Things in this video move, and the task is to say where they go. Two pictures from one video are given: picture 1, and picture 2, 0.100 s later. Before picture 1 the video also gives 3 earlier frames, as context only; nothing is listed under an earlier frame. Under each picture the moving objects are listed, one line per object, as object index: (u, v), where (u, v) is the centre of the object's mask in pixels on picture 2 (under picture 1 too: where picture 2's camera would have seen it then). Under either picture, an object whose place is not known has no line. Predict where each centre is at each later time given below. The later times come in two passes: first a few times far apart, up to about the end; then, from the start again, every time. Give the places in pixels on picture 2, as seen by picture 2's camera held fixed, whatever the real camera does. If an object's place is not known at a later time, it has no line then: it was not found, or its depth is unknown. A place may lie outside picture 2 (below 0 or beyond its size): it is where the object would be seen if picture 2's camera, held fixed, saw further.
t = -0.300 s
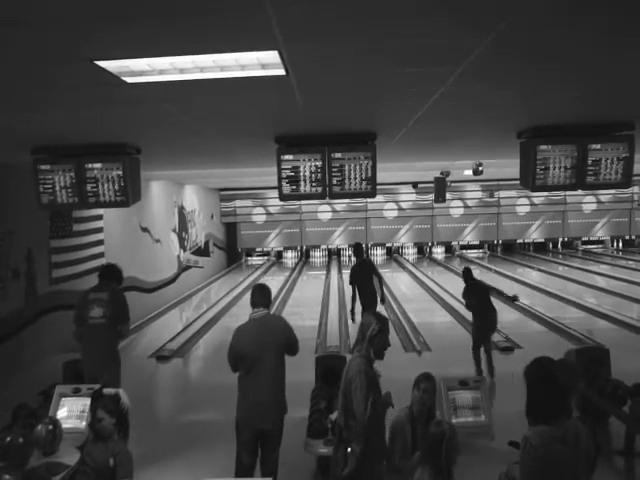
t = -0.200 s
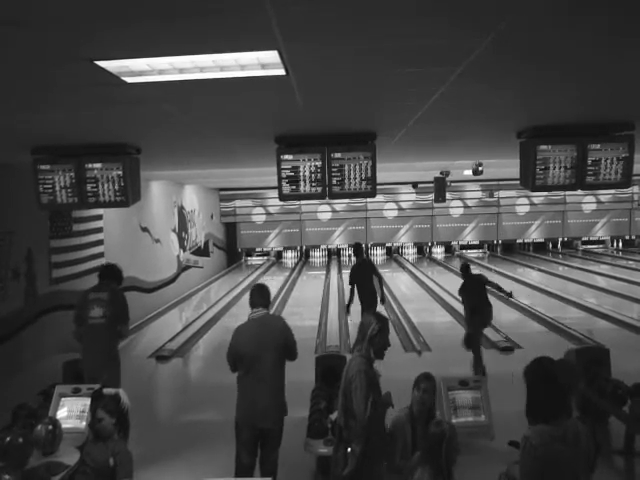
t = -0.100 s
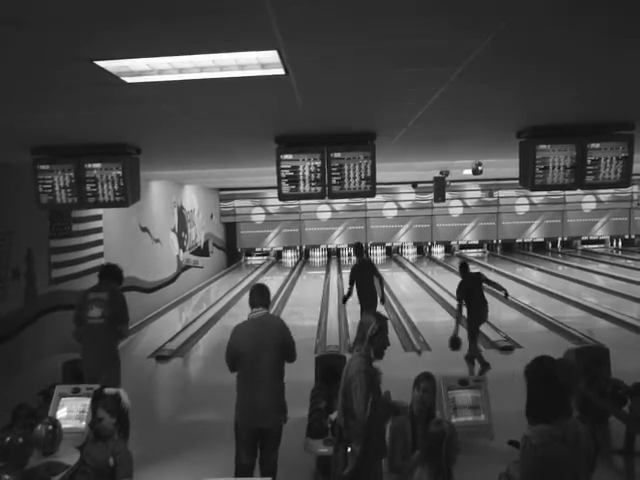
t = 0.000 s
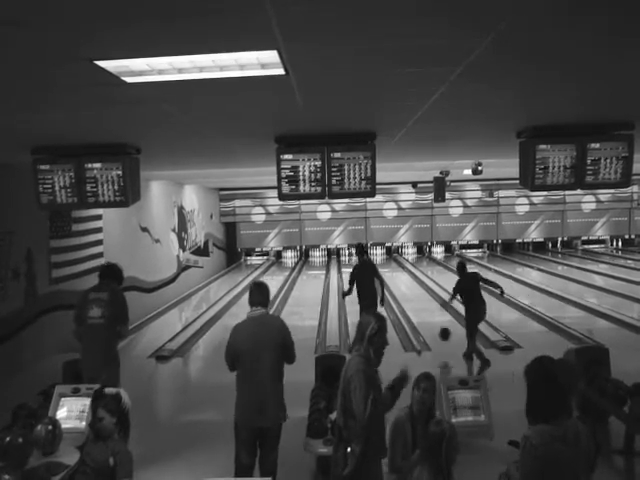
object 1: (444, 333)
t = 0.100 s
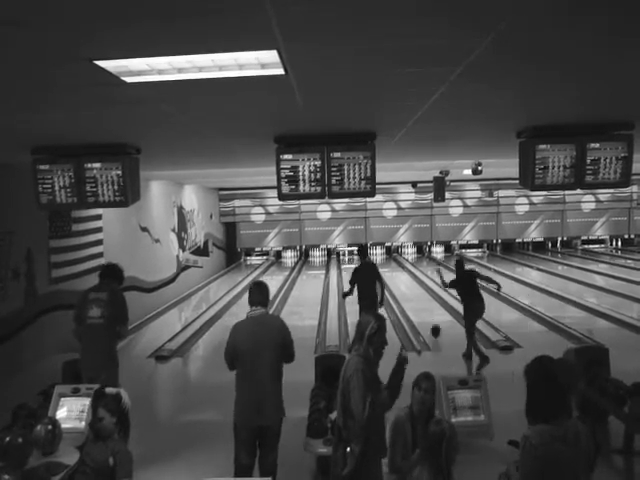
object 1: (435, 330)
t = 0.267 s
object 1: (424, 318)
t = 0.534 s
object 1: (410, 300)
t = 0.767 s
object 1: (402, 288)
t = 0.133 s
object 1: (433, 330)
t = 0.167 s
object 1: (430, 326)
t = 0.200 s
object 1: (428, 324)
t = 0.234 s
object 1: (426, 321)
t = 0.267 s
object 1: (424, 318)
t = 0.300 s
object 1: (422, 315)
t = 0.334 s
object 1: (420, 313)
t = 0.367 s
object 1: (418, 310)
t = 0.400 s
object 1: (416, 308)
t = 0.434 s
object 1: (415, 306)
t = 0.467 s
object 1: (413, 304)
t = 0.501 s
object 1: (411, 302)
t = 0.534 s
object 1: (410, 300)
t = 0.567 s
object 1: (409, 298)
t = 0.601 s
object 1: (408, 297)
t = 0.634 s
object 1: (406, 295)
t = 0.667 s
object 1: (405, 293)
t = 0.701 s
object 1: (404, 292)
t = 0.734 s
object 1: (403, 290)
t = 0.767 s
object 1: (402, 288)
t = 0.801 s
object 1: (400, 287)
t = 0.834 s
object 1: (400, 286)
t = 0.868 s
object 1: (398, 284)
